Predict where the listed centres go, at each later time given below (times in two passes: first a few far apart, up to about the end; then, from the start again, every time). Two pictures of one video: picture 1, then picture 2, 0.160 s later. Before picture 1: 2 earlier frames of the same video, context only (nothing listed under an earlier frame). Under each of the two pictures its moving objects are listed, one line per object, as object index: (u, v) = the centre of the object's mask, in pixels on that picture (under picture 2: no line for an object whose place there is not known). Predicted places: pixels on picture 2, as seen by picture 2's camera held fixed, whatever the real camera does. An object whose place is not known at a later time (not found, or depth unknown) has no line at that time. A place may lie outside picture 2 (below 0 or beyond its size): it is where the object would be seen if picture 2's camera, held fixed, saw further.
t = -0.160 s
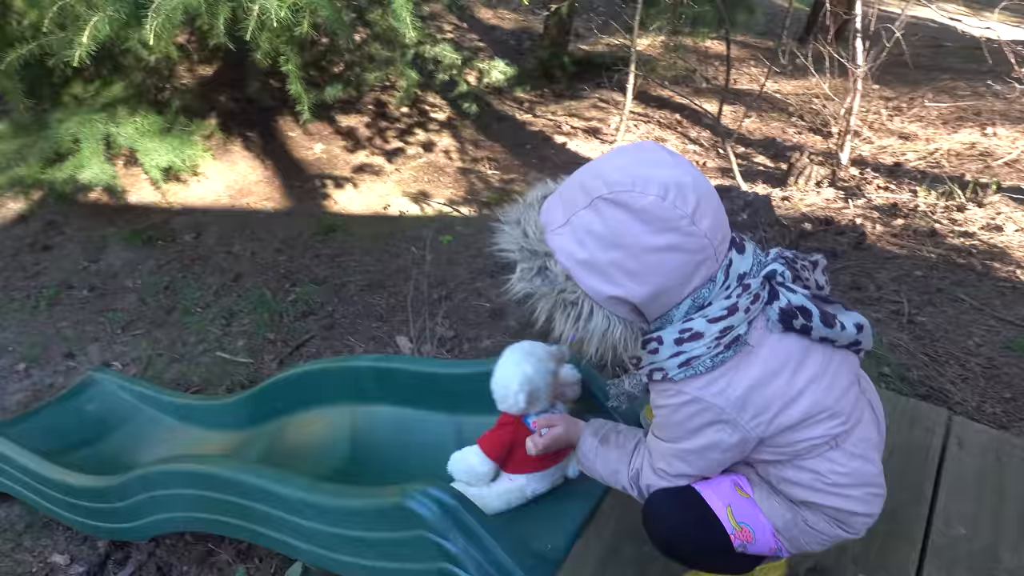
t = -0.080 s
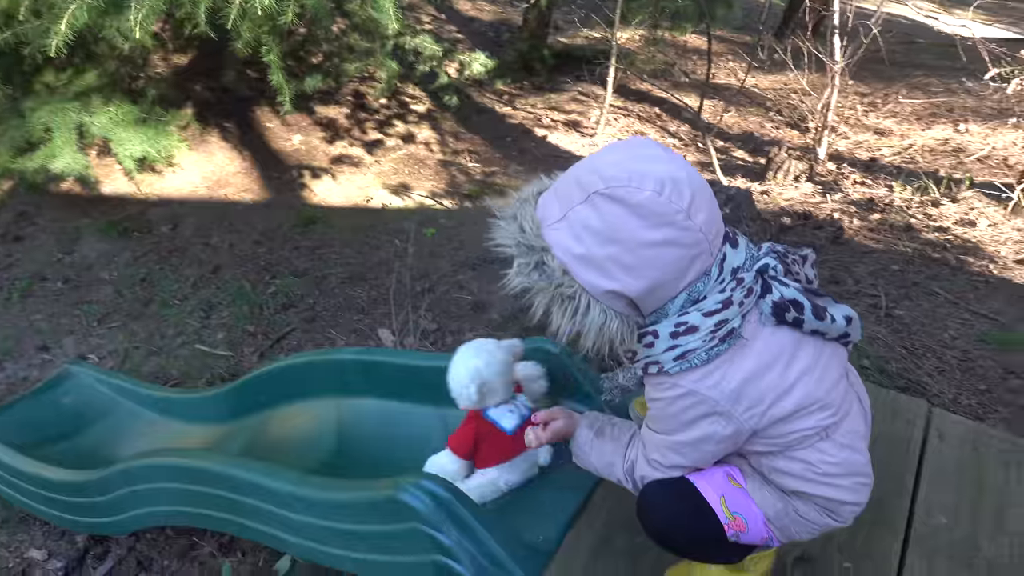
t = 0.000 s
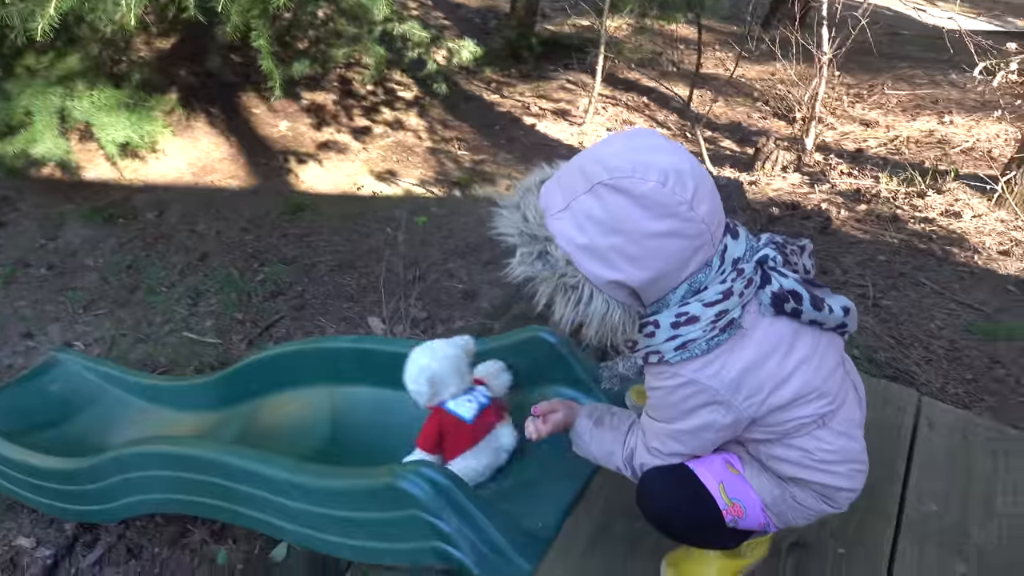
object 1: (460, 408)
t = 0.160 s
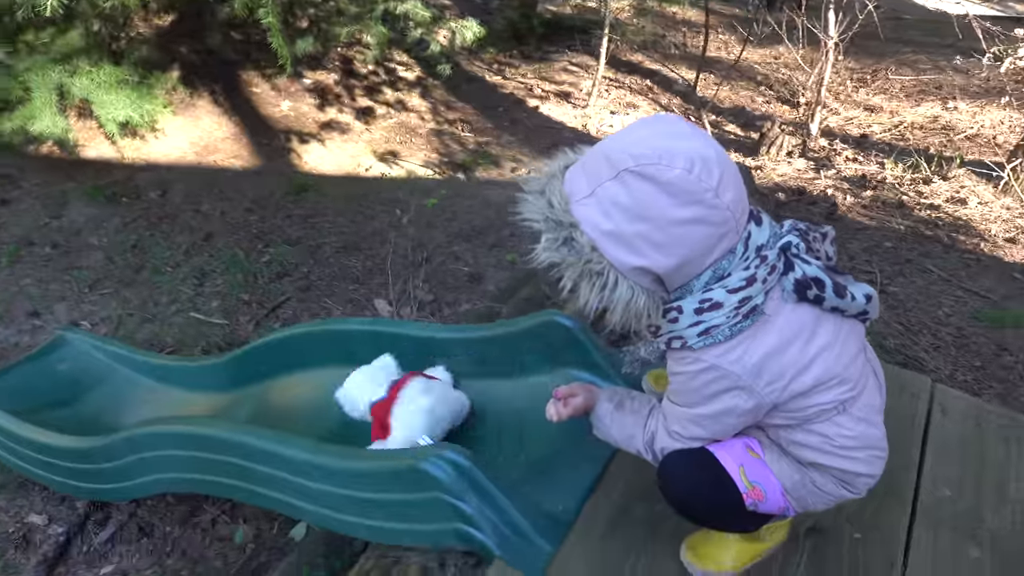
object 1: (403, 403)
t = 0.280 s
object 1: (352, 393)
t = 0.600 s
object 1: (202, 395)
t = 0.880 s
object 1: (76, 392)
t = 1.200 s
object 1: (-8, 342)
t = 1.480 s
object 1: (-49, 341)
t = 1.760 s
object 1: (-73, 336)
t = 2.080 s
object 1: (-69, 352)
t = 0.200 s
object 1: (390, 406)
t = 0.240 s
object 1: (373, 400)
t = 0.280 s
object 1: (352, 393)
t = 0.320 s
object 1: (332, 390)
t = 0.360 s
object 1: (313, 388)
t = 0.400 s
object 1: (293, 387)
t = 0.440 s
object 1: (273, 387)
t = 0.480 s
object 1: (255, 388)
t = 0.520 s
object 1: (237, 389)
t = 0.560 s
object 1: (219, 392)
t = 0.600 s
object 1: (202, 395)
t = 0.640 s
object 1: (186, 398)
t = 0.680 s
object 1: (169, 402)
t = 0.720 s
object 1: (149, 406)
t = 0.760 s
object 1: (128, 408)
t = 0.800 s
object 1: (109, 405)
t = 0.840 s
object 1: (92, 399)
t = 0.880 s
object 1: (76, 392)
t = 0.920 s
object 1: (60, 384)
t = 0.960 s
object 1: (46, 375)
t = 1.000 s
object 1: (34, 366)
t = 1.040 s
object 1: (22, 358)
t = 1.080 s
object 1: (12, 351)
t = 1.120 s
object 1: (3, 347)
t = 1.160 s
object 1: (-3, 344)
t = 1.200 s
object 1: (-8, 342)
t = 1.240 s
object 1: (-17, 344)
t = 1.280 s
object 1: (-20, 348)
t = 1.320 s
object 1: (-26, 350)
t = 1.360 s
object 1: (-32, 349)
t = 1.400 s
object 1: (-37, 348)
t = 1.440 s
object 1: (-43, 344)
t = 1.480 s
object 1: (-49, 341)
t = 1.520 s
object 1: (-54, 338)
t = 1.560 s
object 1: (-61, 336)
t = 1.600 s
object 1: (-67, 334)
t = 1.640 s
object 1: (-71, 333)
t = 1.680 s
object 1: (-72, 333)
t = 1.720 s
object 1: (-73, 334)
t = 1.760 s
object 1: (-73, 336)
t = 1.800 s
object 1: (-71, 339)
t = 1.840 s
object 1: (-70, 343)
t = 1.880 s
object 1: (-69, 348)
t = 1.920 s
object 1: (-71, 351)
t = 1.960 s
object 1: (-72, 352)
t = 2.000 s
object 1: (-70, 352)
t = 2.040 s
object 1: (-69, 352)
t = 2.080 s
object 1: (-69, 352)
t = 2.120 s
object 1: (-69, 352)
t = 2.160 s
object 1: (-69, 353)
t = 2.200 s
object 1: (-69, 353)
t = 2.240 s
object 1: (-70, 352)
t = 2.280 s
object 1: (-70, 353)
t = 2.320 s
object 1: (-71, 353)
